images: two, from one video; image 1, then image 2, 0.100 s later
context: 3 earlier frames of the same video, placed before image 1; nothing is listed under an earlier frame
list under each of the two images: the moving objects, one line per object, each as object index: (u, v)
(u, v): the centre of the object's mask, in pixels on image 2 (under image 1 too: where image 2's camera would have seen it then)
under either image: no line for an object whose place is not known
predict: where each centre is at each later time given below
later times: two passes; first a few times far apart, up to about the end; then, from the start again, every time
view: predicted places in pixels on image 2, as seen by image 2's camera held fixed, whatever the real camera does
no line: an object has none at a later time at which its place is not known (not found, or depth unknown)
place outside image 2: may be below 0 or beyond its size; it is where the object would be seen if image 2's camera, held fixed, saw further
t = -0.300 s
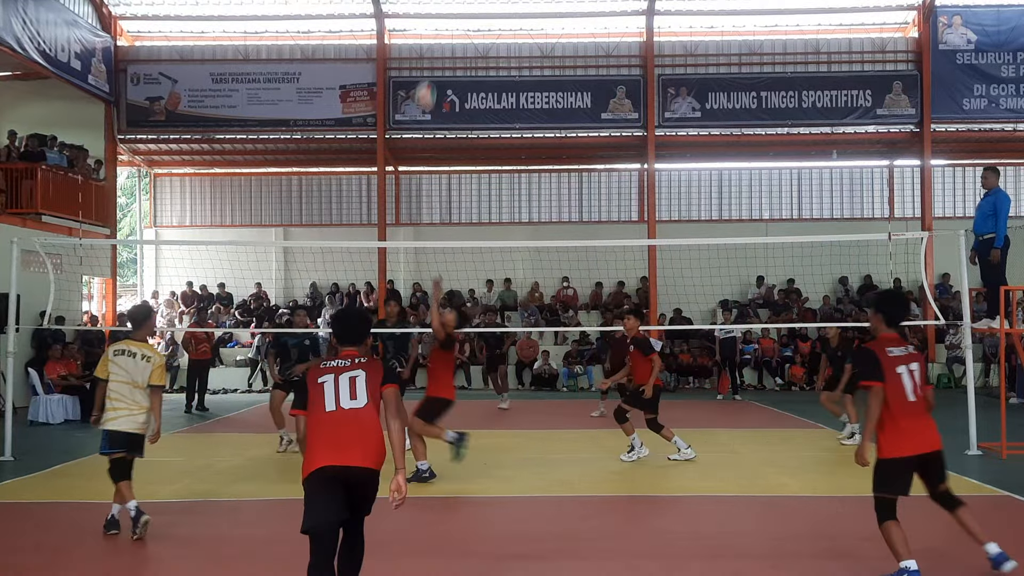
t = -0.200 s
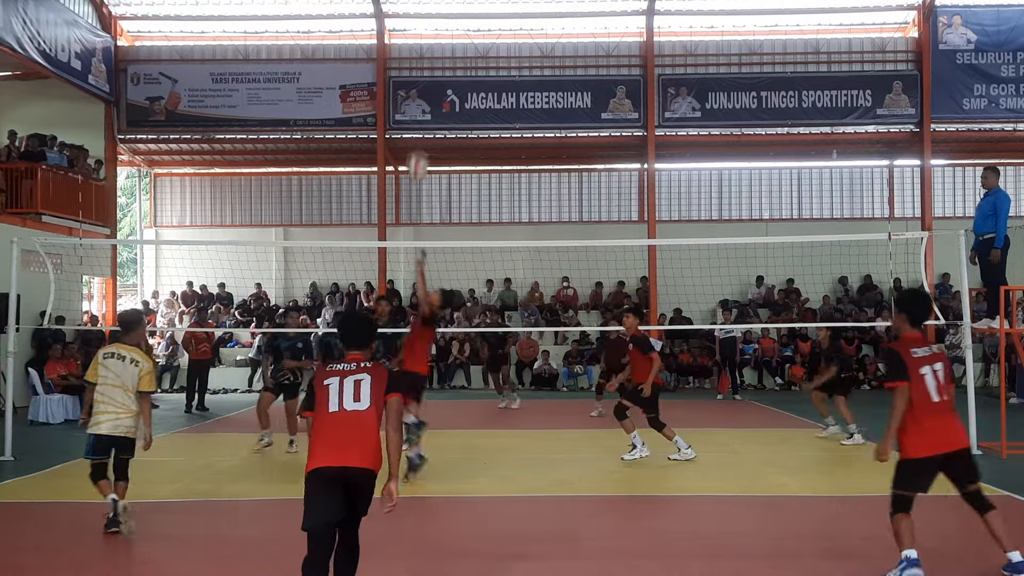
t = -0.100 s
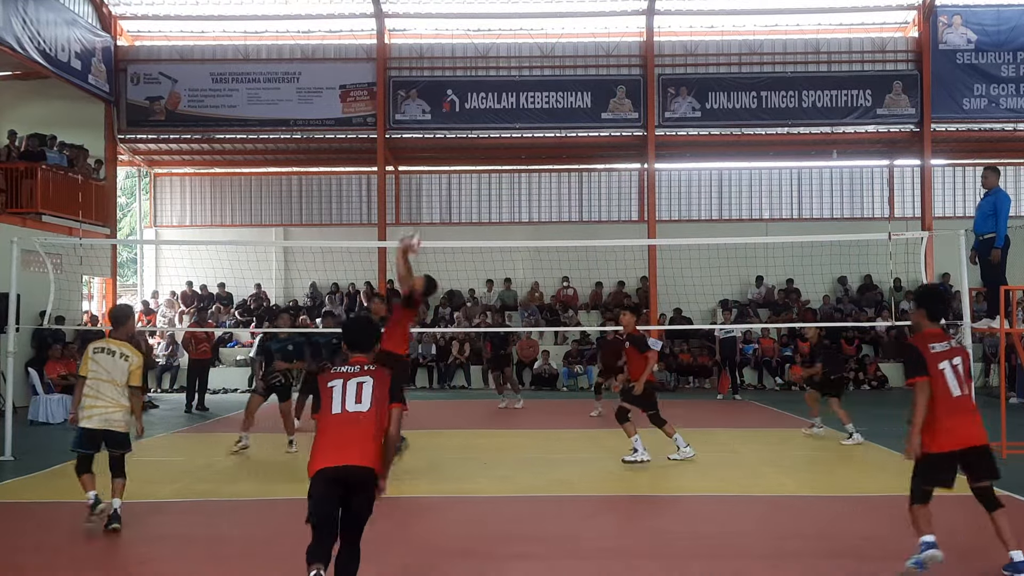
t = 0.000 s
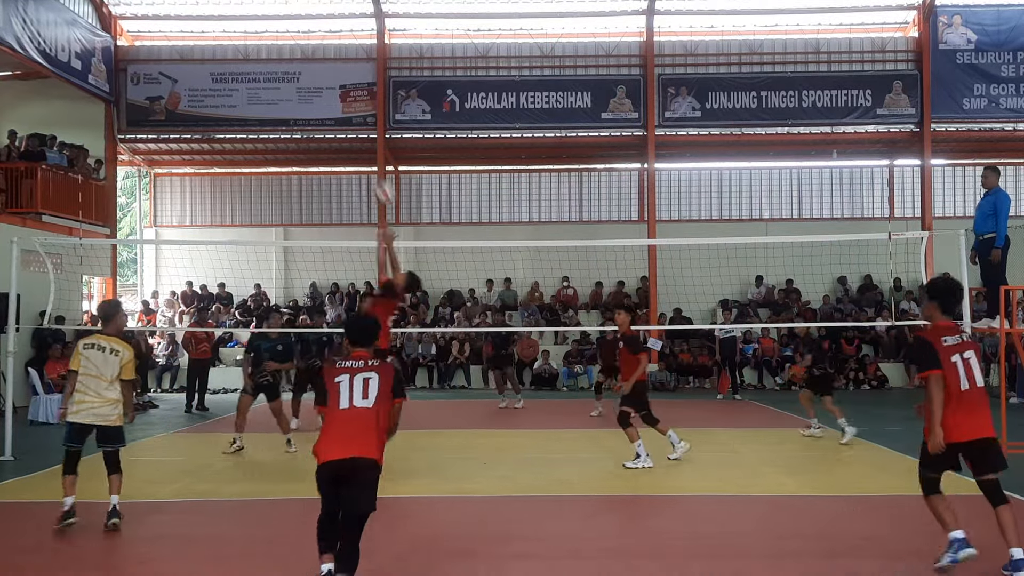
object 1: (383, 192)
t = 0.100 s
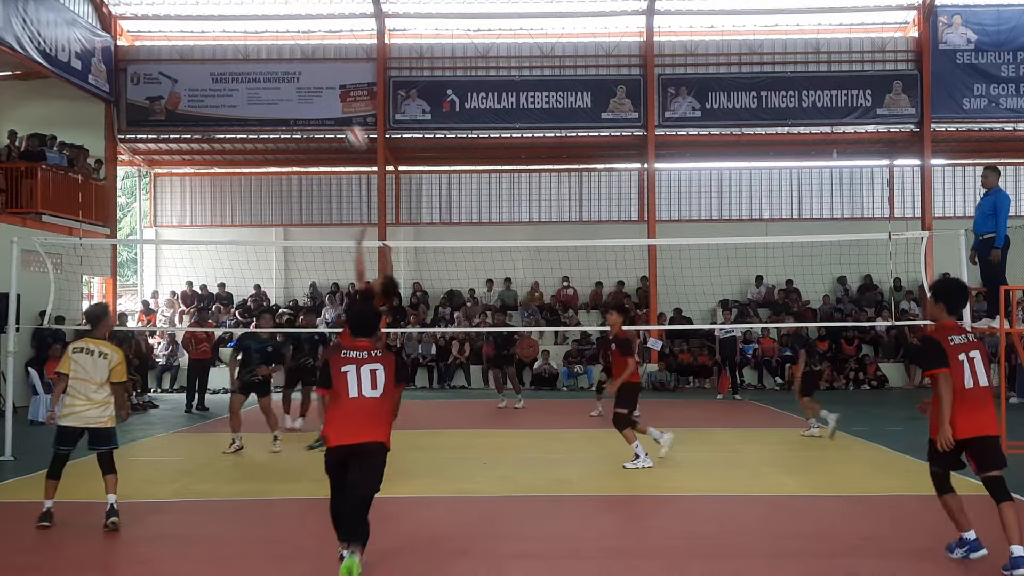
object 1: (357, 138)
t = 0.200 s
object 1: (327, 93)
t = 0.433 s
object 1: (262, 37)
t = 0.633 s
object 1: (210, 32)
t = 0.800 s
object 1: (170, 60)
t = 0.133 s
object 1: (346, 121)
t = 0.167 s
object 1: (337, 106)
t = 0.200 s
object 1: (327, 93)
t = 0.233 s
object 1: (318, 81)
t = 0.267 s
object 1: (308, 71)
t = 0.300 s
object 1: (299, 61)
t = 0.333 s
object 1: (290, 54)
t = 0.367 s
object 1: (281, 48)
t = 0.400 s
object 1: (271, 41)
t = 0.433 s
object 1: (262, 37)
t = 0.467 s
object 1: (253, 33)
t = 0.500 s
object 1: (245, 30)
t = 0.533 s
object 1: (235, 29)
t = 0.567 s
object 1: (227, 29)
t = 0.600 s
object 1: (218, 30)
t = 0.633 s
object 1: (210, 32)
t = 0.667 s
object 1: (201, 35)
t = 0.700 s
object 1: (193, 40)
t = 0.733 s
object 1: (184, 47)
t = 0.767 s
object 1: (176, 52)
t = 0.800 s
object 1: (170, 60)
